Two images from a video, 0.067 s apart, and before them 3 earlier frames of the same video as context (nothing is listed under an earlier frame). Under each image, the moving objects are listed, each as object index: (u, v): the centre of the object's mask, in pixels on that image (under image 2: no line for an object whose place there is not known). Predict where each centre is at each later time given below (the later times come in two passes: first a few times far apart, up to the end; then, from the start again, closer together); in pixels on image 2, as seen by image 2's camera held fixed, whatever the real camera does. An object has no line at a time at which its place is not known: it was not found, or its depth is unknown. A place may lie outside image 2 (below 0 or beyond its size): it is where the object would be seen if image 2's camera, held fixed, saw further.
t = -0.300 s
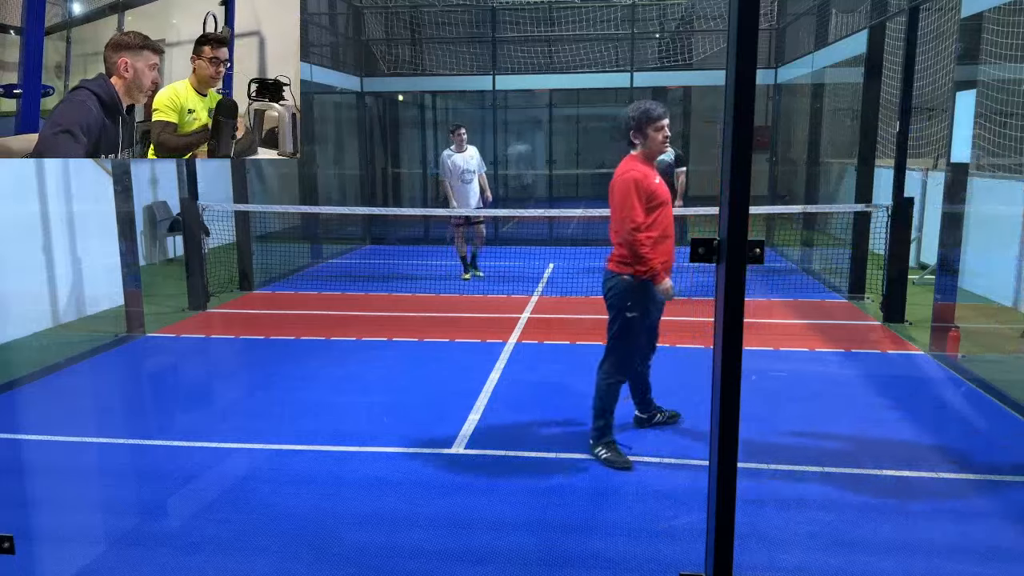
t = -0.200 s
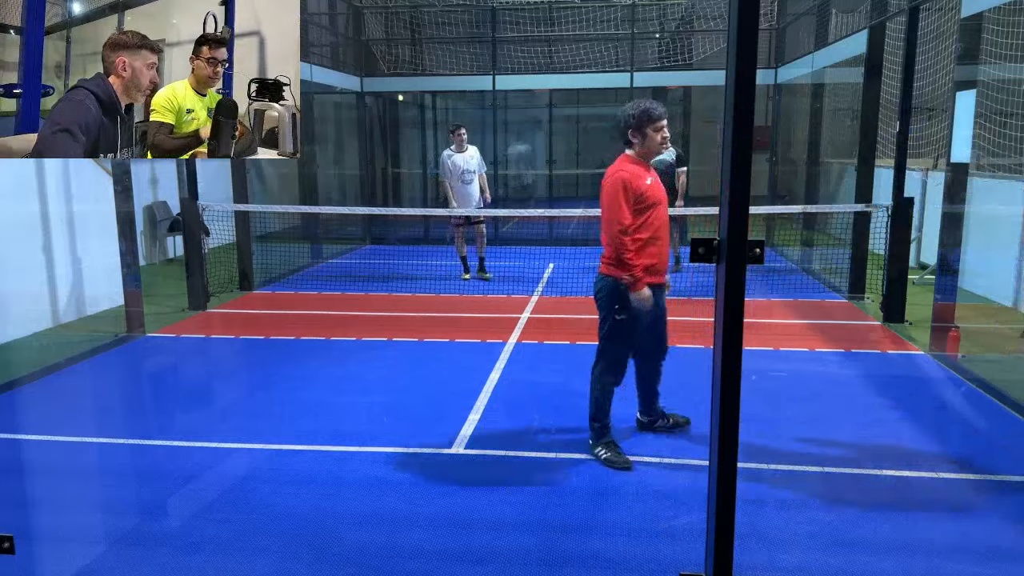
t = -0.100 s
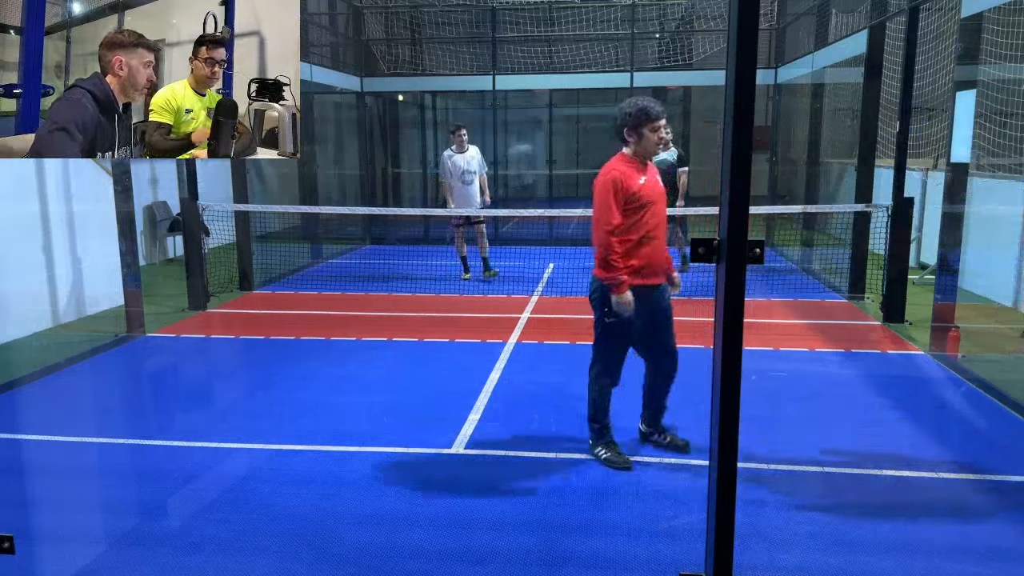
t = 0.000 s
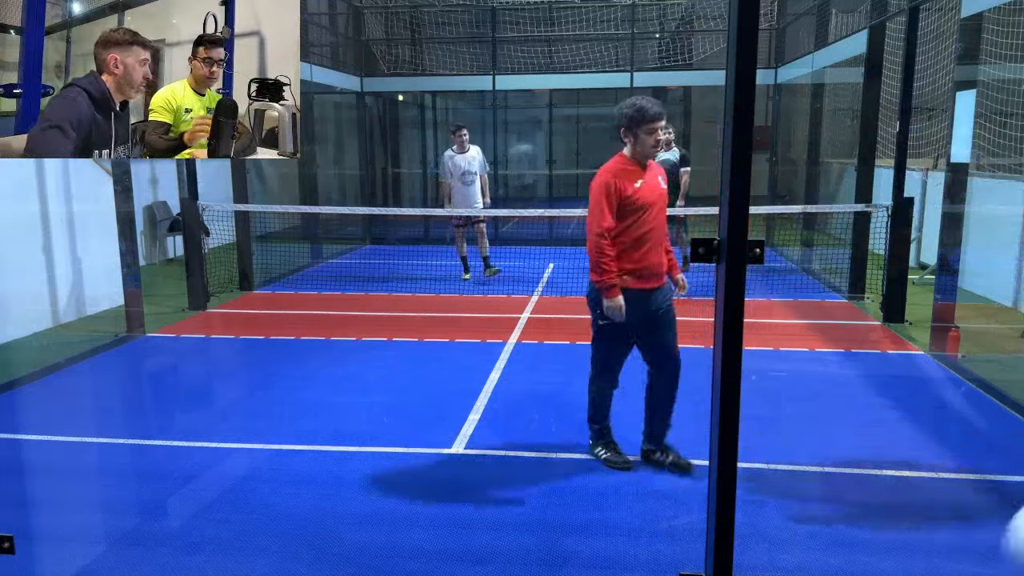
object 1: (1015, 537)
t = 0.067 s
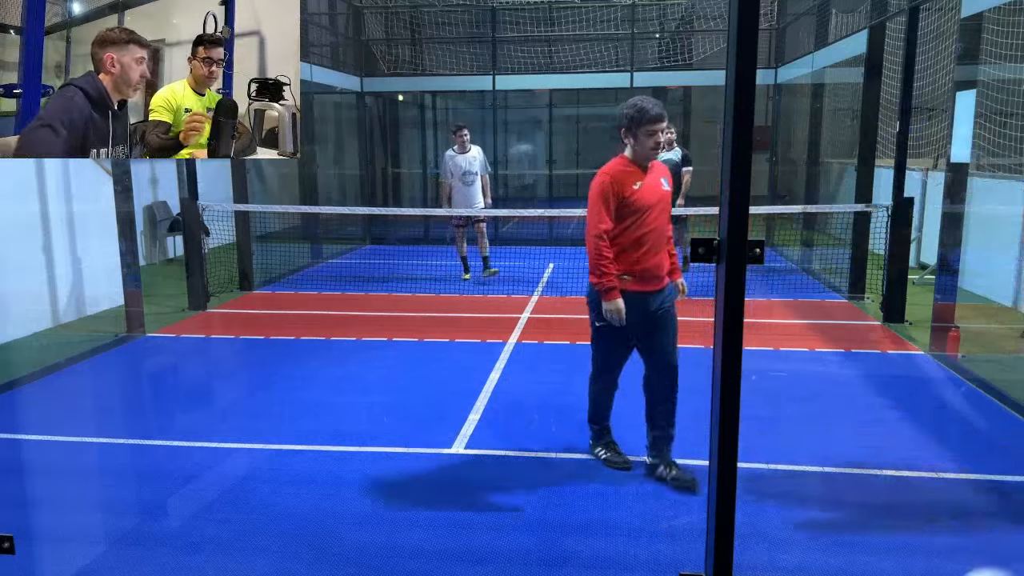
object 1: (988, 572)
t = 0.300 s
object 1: (906, 410)
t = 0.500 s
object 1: (832, 362)
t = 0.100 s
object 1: (970, 558)
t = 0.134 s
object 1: (963, 539)
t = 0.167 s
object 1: (952, 509)
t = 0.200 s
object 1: (941, 479)
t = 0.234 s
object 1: (929, 450)
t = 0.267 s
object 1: (917, 429)
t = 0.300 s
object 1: (906, 410)
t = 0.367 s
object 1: (882, 381)
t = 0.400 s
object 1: (871, 372)
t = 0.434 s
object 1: (857, 365)
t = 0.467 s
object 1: (844, 362)
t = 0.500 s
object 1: (832, 362)
